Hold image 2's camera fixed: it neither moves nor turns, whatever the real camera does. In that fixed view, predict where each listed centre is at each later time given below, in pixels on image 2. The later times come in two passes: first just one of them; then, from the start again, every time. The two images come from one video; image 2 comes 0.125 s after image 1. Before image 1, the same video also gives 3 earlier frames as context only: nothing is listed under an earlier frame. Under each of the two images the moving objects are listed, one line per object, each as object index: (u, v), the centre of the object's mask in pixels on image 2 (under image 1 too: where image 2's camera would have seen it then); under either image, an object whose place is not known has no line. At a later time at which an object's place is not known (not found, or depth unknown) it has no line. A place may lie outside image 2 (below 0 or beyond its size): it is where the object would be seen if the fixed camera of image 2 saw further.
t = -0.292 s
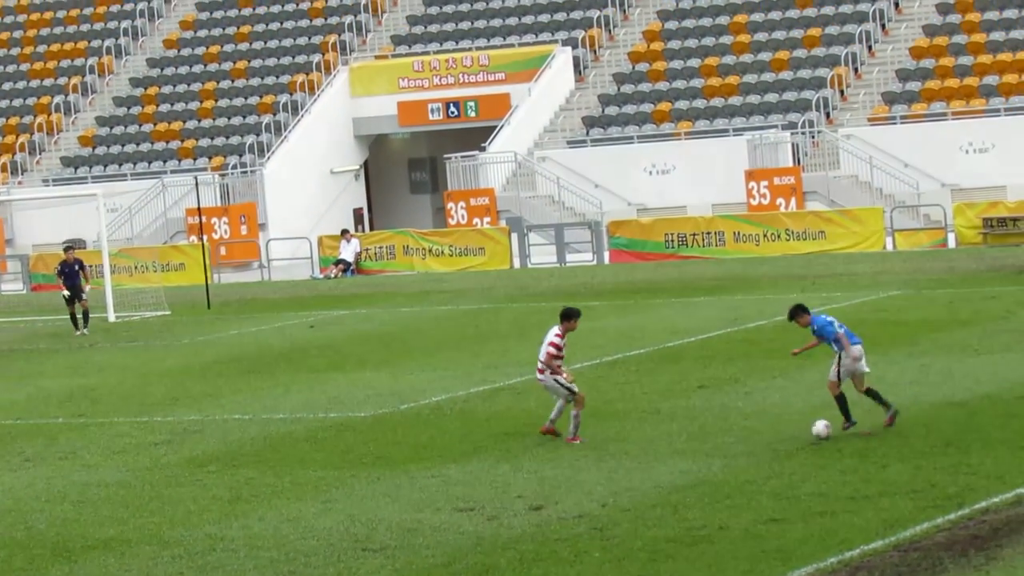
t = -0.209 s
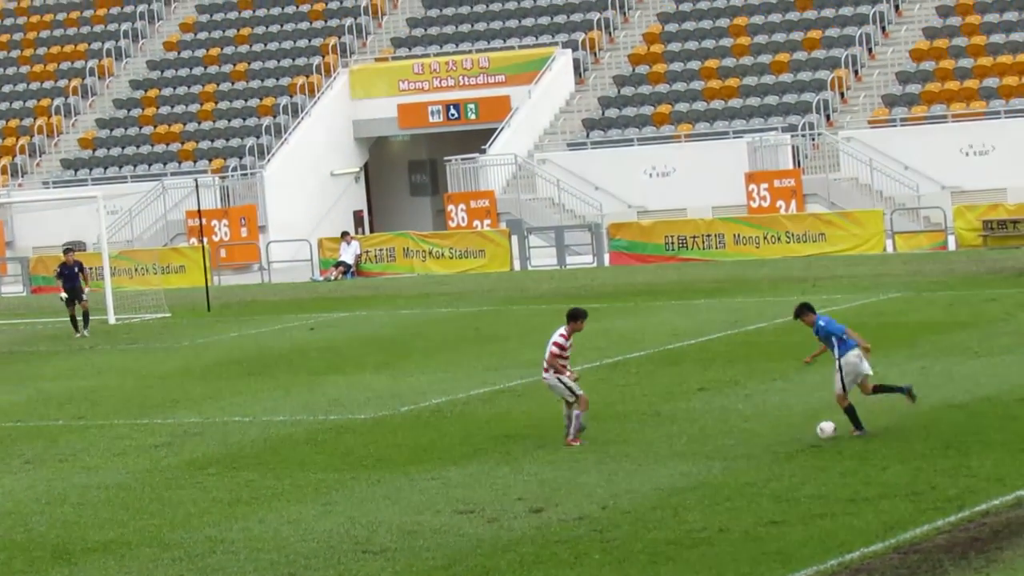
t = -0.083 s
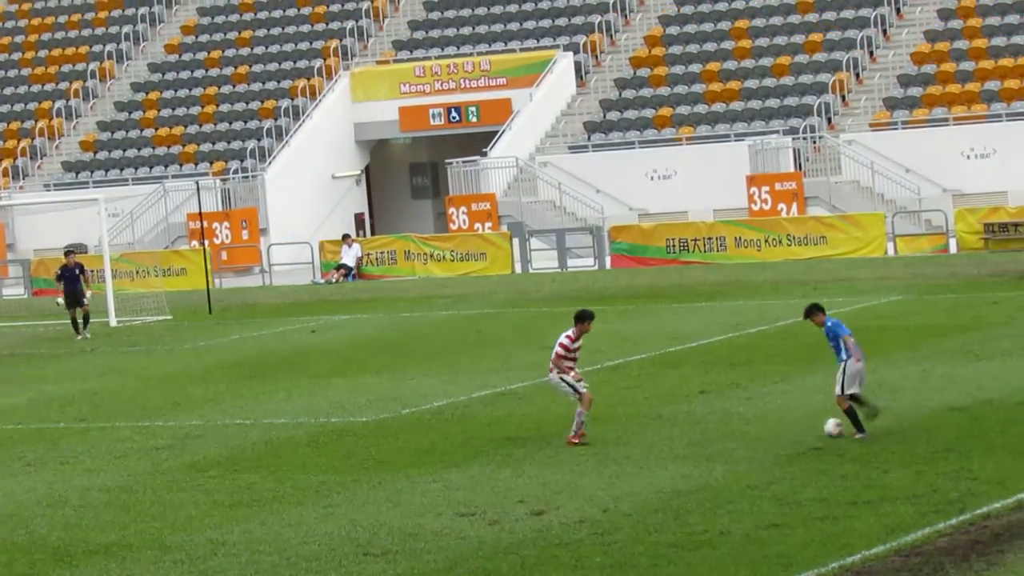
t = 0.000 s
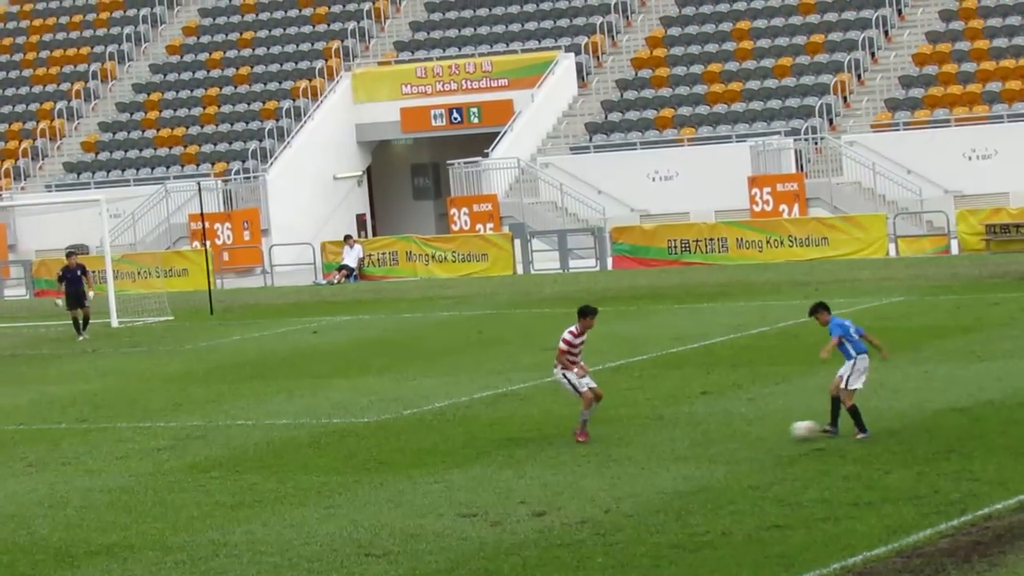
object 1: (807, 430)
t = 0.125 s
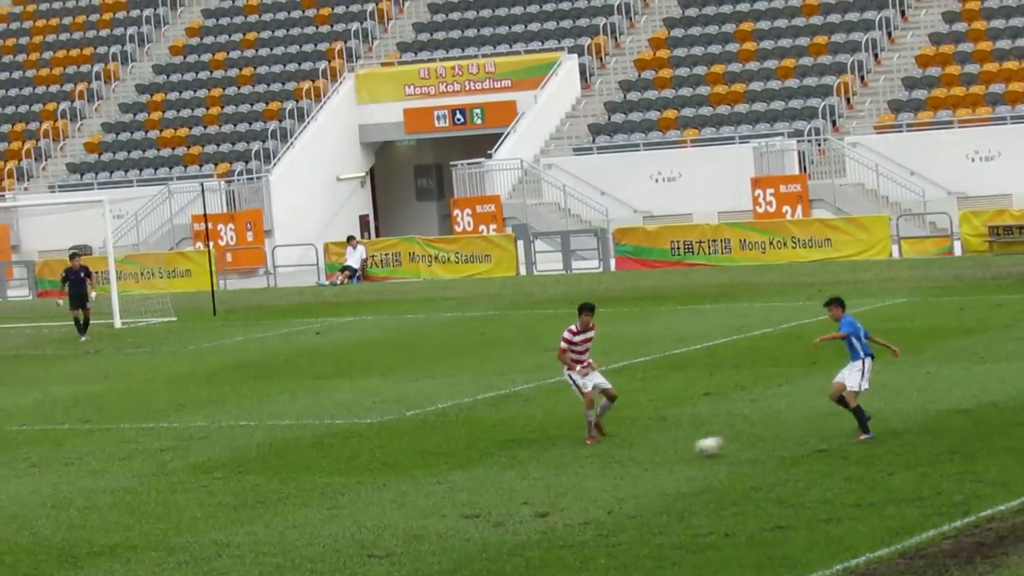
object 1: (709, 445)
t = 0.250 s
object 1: (619, 459)
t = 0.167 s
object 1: (677, 452)
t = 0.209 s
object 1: (647, 456)
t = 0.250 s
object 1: (619, 459)
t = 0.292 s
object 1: (592, 462)
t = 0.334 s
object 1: (564, 467)
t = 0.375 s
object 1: (537, 474)
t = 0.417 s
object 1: (511, 478)
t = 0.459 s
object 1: (488, 479)
